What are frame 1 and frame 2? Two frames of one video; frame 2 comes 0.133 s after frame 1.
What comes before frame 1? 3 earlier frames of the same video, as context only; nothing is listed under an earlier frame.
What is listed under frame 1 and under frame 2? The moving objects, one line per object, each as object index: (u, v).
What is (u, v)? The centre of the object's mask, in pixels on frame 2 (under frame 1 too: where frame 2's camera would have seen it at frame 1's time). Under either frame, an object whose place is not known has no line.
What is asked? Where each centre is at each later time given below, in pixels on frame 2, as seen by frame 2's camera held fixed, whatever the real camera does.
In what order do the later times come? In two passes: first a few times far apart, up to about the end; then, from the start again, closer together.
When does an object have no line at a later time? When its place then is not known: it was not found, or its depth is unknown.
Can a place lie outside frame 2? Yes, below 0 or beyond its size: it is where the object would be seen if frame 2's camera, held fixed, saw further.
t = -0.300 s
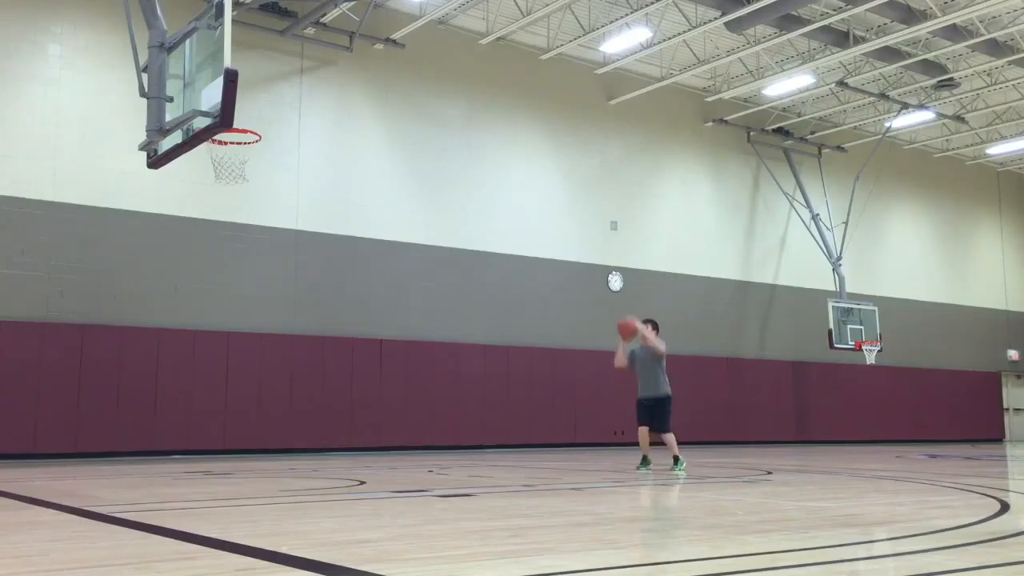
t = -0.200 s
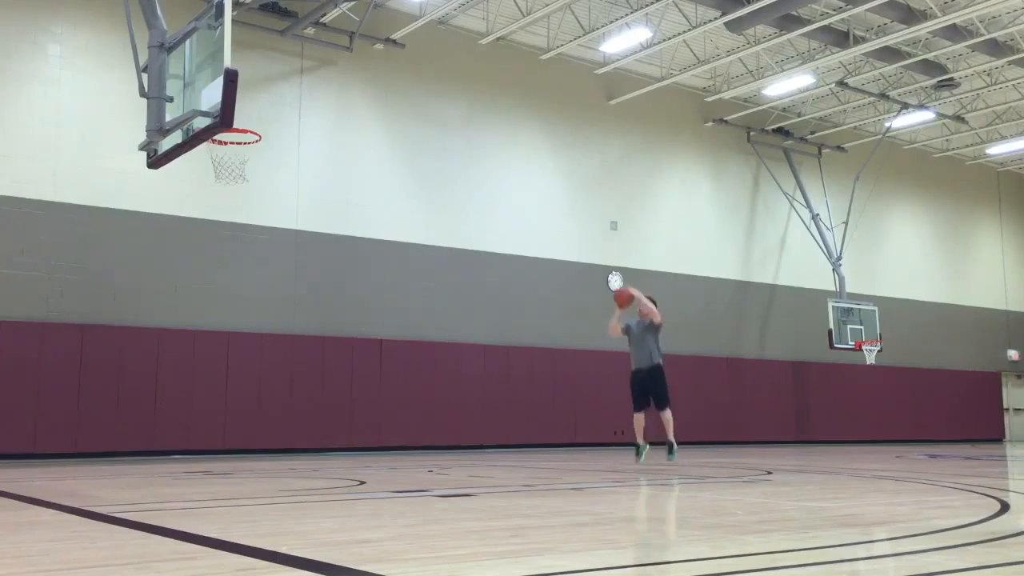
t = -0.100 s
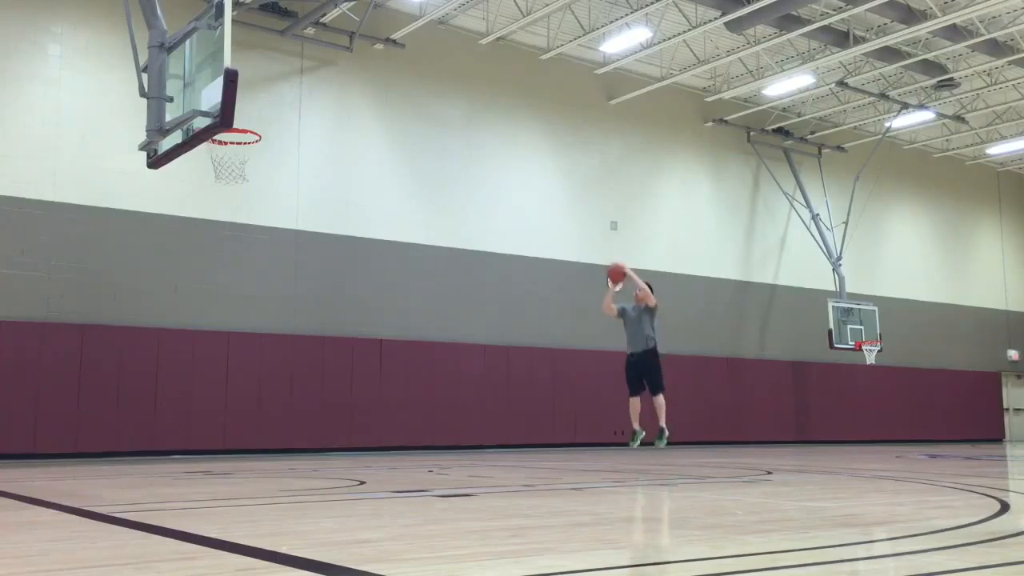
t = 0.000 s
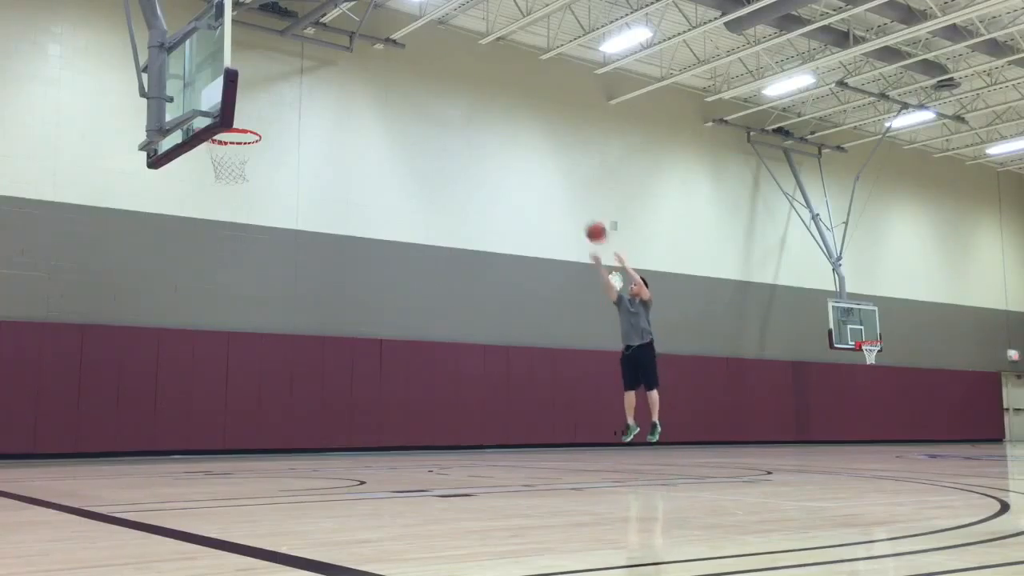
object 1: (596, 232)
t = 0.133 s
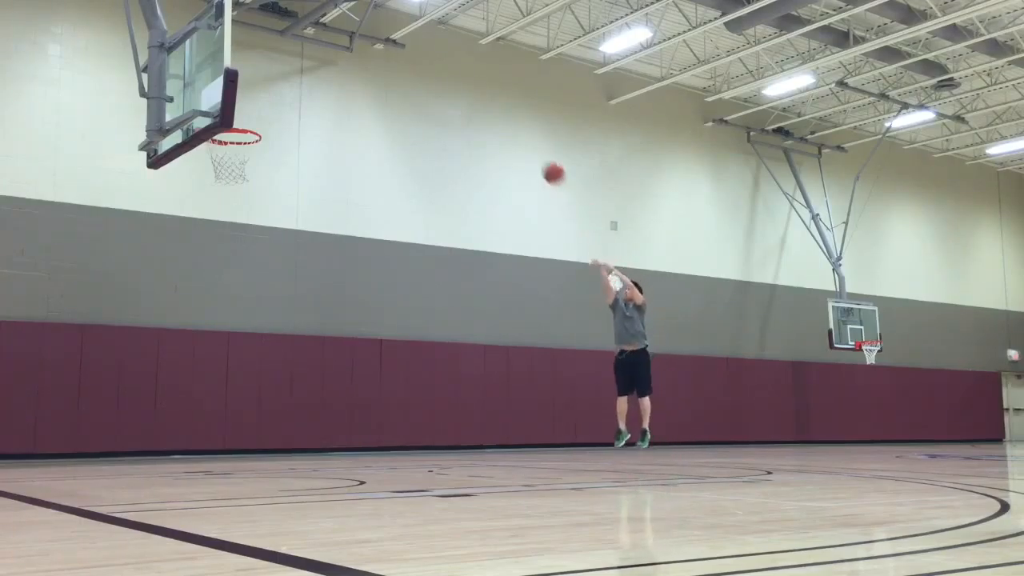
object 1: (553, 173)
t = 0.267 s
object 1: (509, 127)
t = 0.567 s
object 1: (403, 75)
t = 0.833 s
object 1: (296, 94)
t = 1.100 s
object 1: (205, 161)
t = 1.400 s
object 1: (207, 254)
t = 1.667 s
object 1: (204, 426)
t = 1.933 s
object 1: (233, 360)
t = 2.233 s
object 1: (273, 287)
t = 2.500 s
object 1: (304, 304)
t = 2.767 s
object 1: (333, 395)
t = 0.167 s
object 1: (542, 160)
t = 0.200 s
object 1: (531, 148)
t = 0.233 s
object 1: (520, 137)
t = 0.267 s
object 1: (509, 127)
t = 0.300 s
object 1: (498, 118)
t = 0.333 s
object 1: (487, 109)
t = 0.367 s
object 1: (475, 102)
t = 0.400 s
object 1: (464, 95)
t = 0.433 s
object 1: (452, 89)
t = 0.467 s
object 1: (440, 84)
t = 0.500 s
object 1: (428, 80)
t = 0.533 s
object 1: (416, 77)
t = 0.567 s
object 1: (403, 75)
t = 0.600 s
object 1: (390, 73)
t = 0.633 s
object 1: (378, 73)
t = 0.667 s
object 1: (365, 74)
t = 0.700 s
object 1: (352, 76)
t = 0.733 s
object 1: (338, 79)
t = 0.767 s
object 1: (325, 83)
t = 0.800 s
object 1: (311, 88)
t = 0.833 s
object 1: (296, 94)
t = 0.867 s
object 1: (282, 102)
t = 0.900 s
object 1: (267, 111)
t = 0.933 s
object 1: (252, 120)
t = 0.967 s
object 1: (239, 132)
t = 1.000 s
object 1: (220, 146)
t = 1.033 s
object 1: (210, 155)
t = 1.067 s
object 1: (206, 158)
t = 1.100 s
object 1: (205, 161)
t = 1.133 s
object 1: (206, 167)
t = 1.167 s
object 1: (207, 173)
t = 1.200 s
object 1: (207, 181)
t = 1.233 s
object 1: (207, 190)
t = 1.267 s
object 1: (207, 200)
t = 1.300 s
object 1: (207, 212)
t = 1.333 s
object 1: (207, 225)
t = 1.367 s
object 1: (208, 240)
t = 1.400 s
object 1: (207, 254)
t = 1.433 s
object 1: (207, 271)
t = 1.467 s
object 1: (207, 289)
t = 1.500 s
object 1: (207, 308)
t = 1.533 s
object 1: (205, 330)
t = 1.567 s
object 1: (206, 350)
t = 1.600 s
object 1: (206, 372)
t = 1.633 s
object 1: (205, 398)
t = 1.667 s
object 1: (204, 426)
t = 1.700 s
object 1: (203, 452)
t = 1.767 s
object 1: (208, 445)
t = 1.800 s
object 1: (214, 428)
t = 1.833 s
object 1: (219, 408)
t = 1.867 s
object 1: (224, 390)
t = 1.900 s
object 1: (228, 375)
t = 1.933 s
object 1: (233, 360)
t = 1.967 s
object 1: (238, 347)
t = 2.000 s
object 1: (242, 336)
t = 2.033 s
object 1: (247, 325)
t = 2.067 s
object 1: (252, 315)
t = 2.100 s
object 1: (256, 307)
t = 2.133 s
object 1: (260, 300)
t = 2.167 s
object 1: (264, 294)
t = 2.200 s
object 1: (269, 290)
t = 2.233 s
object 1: (273, 287)
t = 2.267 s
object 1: (277, 284)
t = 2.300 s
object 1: (281, 284)
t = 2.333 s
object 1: (285, 284)
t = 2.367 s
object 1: (289, 286)
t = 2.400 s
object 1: (293, 289)
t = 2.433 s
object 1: (297, 292)
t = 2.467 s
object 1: (300, 297)
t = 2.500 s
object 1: (304, 304)
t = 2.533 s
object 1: (308, 311)
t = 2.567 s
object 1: (312, 319)
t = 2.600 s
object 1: (315, 330)
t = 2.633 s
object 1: (319, 340)
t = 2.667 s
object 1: (322, 352)
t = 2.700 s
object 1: (326, 366)
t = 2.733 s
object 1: (330, 379)
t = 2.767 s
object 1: (333, 395)
